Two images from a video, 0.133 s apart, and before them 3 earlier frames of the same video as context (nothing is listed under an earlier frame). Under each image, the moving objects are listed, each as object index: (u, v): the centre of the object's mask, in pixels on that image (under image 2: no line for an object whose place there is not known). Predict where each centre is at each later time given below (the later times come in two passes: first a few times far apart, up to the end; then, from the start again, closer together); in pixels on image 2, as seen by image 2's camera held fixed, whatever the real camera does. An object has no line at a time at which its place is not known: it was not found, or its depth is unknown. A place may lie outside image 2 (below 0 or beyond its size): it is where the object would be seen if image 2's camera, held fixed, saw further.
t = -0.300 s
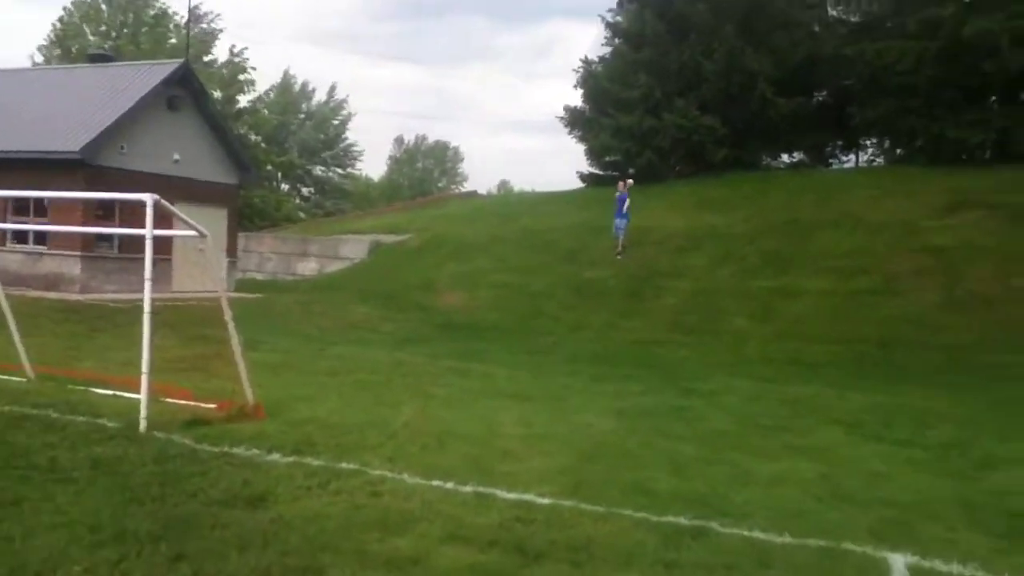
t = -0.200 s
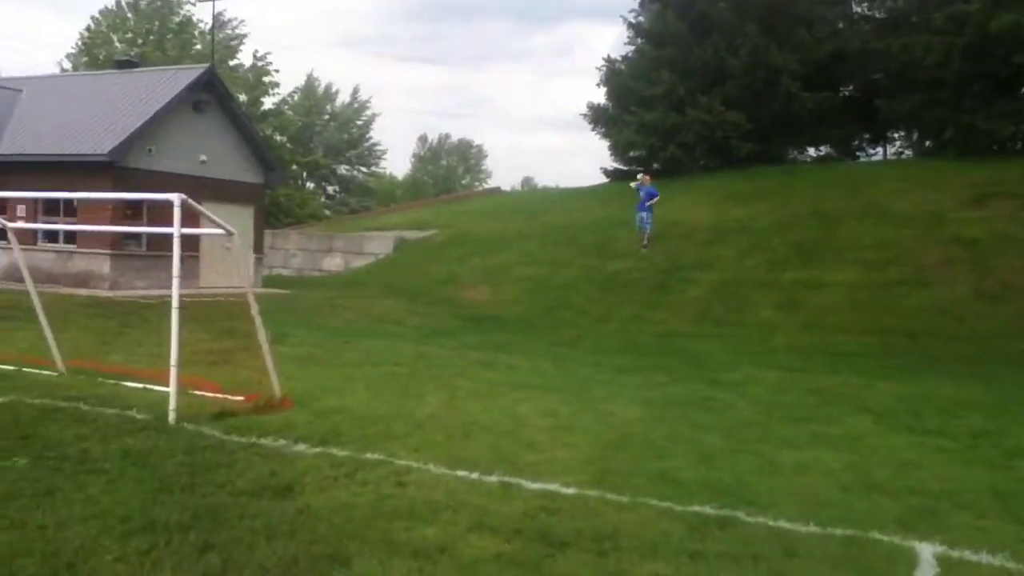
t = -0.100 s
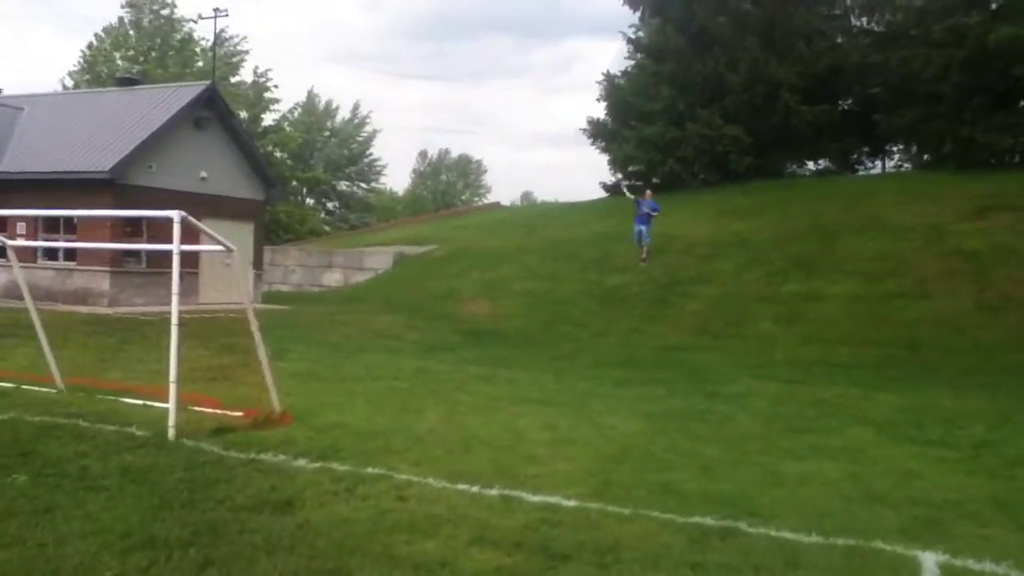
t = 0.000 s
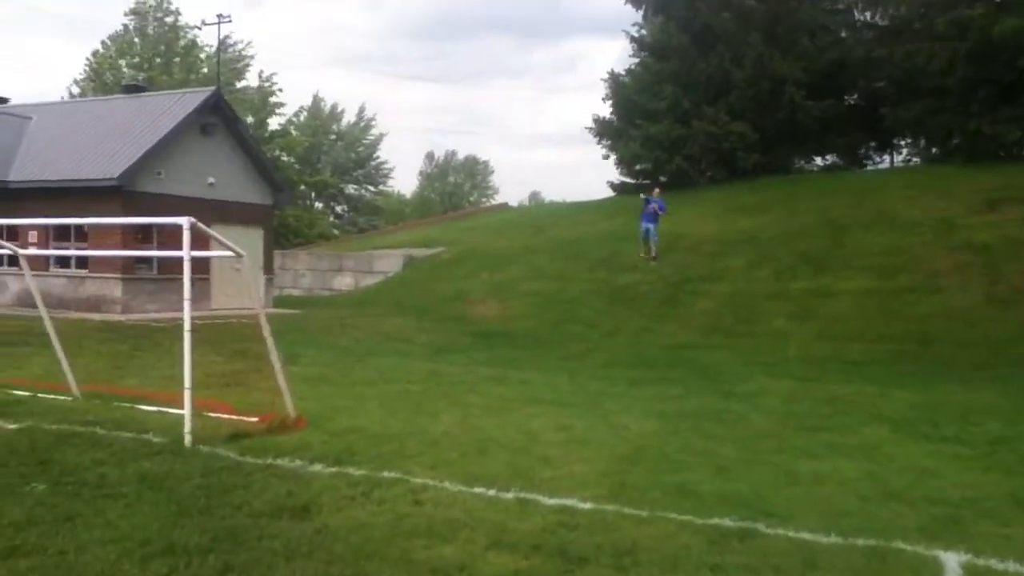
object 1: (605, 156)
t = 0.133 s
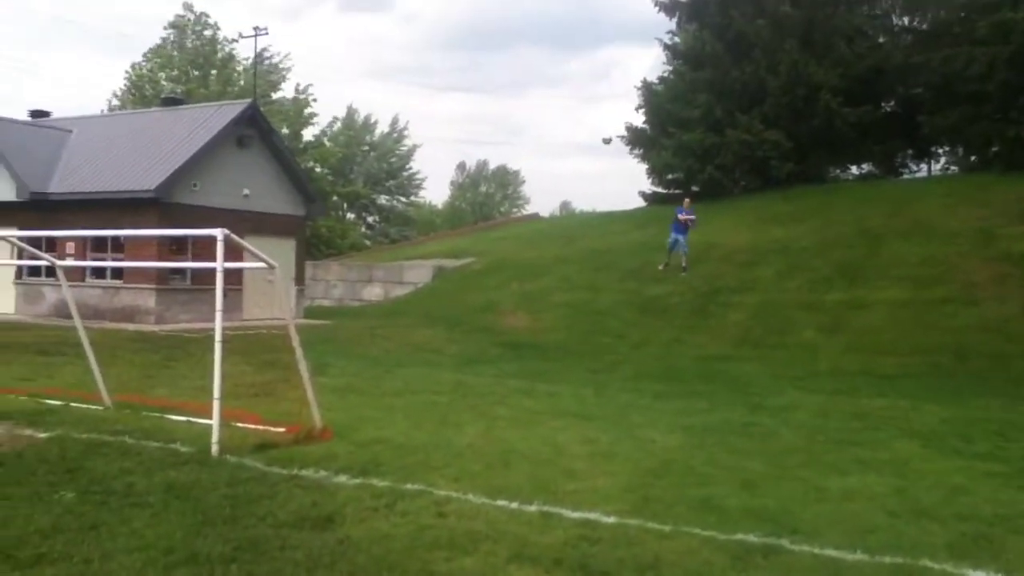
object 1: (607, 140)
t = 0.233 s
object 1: (581, 124)
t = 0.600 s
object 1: (465, 96)
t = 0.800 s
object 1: (381, 105)
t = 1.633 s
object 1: (151, 13)
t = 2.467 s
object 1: (219, -17)
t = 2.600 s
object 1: (225, 31)
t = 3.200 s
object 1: (261, 388)
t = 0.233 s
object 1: (581, 124)
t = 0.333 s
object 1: (553, 111)
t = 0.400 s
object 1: (532, 102)
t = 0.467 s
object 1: (510, 99)
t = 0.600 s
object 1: (465, 96)
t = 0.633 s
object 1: (452, 95)
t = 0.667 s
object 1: (439, 94)
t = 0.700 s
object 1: (425, 96)
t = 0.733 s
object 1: (411, 100)
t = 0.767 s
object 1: (396, 101)
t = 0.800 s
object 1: (381, 105)
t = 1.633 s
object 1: (151, 13)
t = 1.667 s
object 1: (154, 0)
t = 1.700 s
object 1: (157, -12)
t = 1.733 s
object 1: (161, -24)
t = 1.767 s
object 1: (163, -30)
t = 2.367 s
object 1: (209, -42)
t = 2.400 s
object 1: (213, -35)
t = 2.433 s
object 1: (216, -27)
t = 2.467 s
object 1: (219, -17)
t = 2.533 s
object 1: (222, 8)
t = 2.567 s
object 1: (223, 19)
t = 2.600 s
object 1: (225, 31)
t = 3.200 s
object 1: (261, 388)
